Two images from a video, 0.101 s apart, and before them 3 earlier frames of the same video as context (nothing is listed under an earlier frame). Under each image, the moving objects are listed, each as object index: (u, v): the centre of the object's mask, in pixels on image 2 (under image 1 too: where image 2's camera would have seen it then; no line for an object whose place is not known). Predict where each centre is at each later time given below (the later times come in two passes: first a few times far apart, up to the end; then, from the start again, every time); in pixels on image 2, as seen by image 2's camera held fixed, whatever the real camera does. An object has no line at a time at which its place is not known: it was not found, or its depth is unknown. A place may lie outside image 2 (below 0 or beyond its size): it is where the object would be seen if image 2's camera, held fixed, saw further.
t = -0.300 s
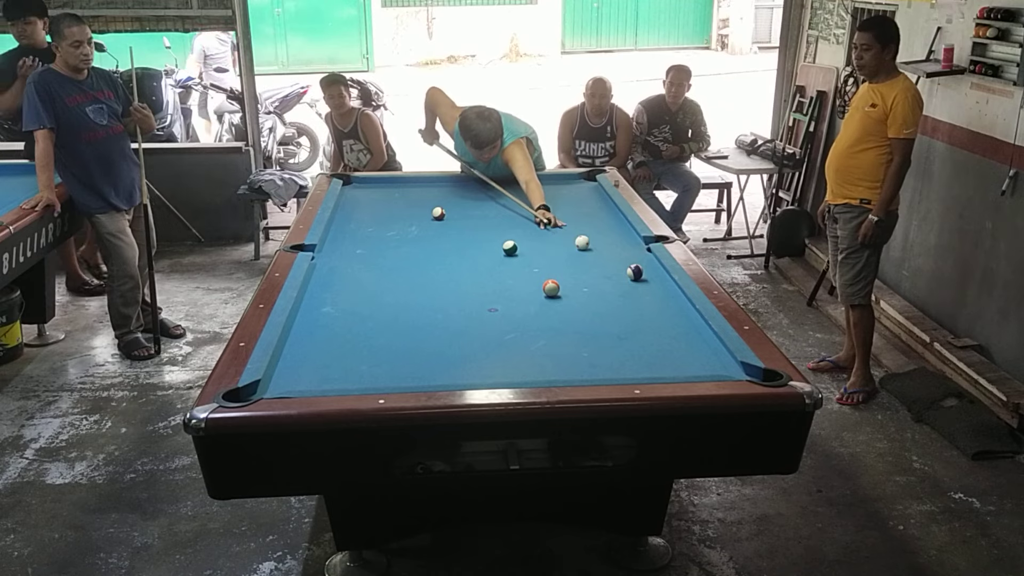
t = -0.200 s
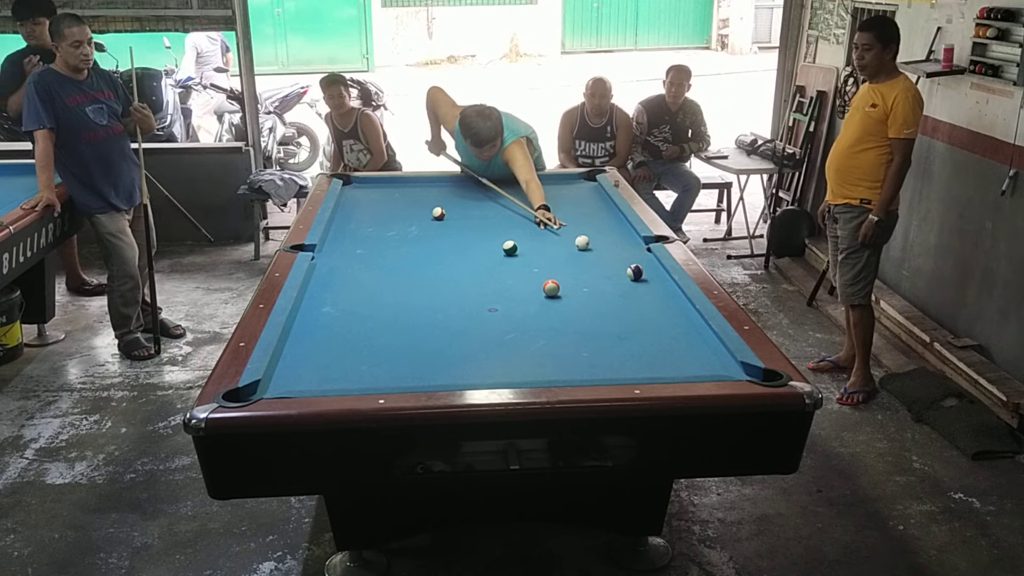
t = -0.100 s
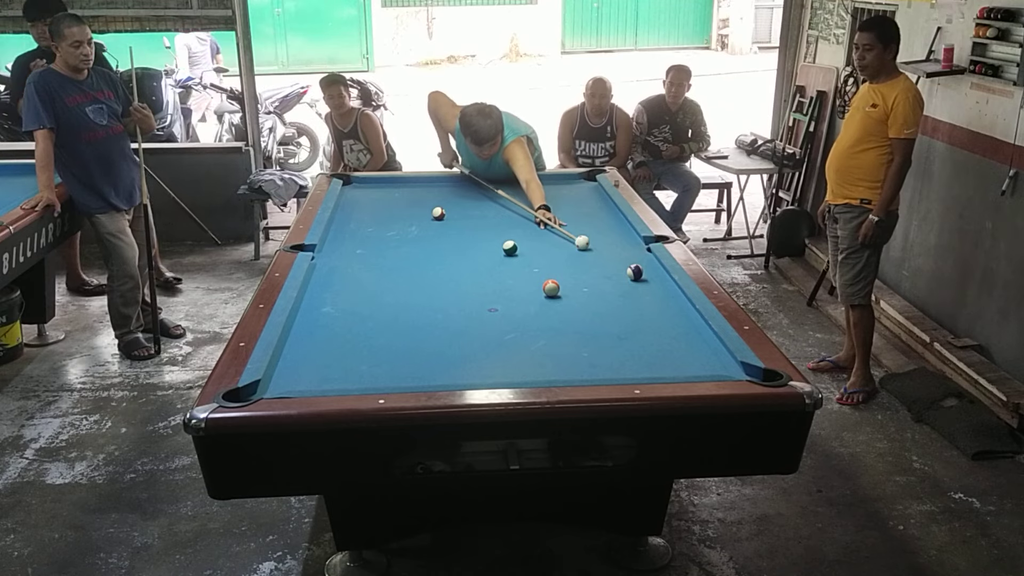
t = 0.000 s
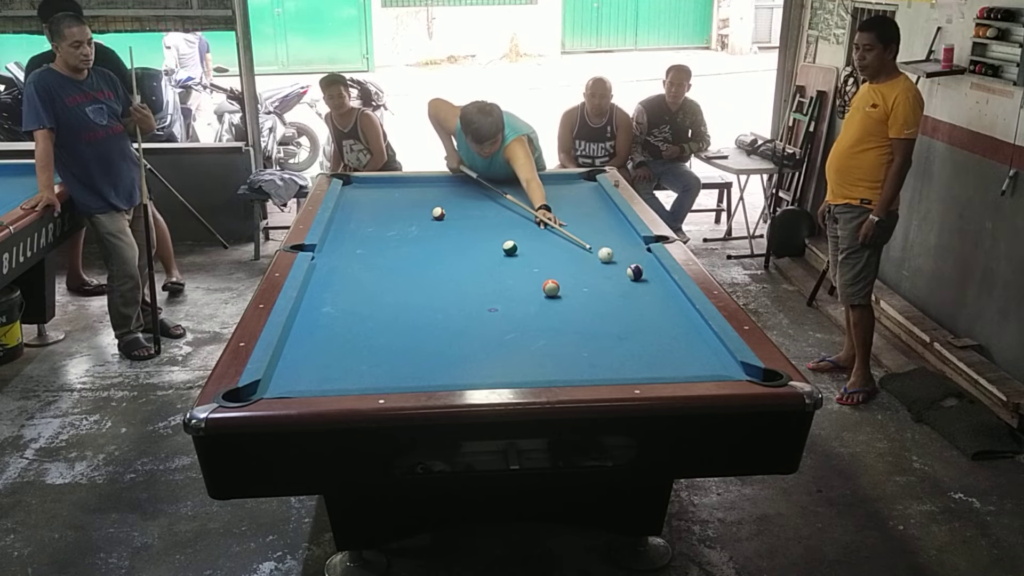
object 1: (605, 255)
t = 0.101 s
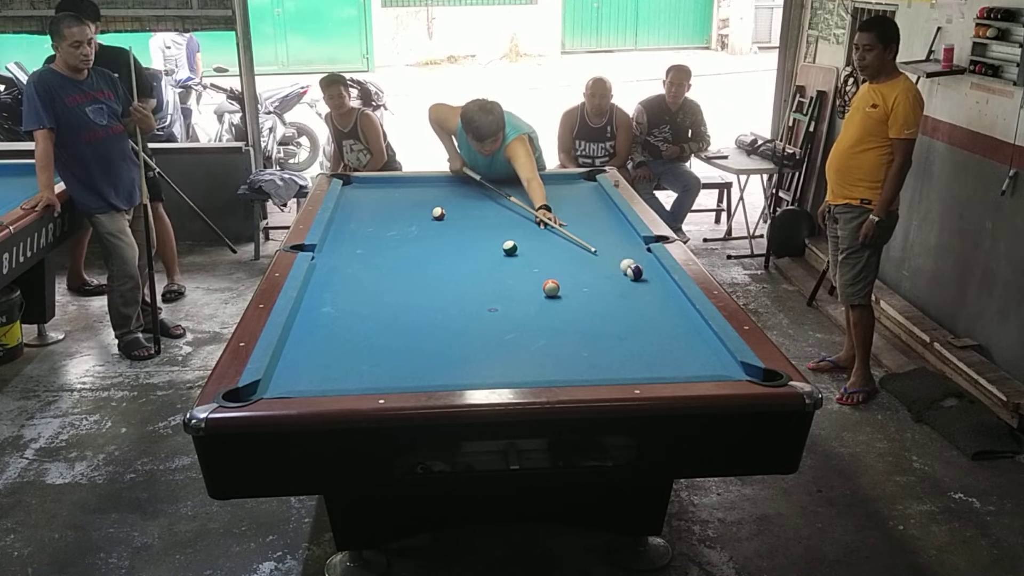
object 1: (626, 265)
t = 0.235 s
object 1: (642, 268)
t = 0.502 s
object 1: (654, 270)
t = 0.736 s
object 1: (645, 270)
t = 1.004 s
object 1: (636, 270)
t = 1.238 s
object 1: (629, 270)
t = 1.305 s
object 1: (628, 270)
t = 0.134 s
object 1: (630, 265)
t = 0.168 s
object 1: (634, 266)
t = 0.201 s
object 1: (638, 267)
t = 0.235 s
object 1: (642, 268)
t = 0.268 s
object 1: (645, 268)
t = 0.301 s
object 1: (649, 269)
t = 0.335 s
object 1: (652, 269)
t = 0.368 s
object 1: (655, 270)
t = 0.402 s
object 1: (658, 270)
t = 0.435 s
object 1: (657, 270)
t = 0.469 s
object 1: (656, 270)
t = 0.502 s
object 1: (654, 270)
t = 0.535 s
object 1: (653, 270)
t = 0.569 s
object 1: (652, 270)
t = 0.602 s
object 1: (650, 270)
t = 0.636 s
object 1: (649, 270)
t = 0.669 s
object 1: (648, 270)
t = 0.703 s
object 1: (646, 270)
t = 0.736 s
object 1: (645, 270)
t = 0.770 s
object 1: (644, 270)
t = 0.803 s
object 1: (642, 270)
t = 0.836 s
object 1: (641, 270)
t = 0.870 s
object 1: (640, 270)
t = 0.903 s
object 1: (639, 270)
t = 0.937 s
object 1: (638, 270)
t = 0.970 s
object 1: (637, 270)
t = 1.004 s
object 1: (636, 270)
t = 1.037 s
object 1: (635, 270)
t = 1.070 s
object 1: (634, 270)
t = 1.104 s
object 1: (633, 270)
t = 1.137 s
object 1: (632, 270)
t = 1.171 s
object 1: (631, 270)
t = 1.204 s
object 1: (630, 270)
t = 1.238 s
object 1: (629, 270)
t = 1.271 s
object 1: (629, 270)
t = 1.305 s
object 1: (628, 270)
